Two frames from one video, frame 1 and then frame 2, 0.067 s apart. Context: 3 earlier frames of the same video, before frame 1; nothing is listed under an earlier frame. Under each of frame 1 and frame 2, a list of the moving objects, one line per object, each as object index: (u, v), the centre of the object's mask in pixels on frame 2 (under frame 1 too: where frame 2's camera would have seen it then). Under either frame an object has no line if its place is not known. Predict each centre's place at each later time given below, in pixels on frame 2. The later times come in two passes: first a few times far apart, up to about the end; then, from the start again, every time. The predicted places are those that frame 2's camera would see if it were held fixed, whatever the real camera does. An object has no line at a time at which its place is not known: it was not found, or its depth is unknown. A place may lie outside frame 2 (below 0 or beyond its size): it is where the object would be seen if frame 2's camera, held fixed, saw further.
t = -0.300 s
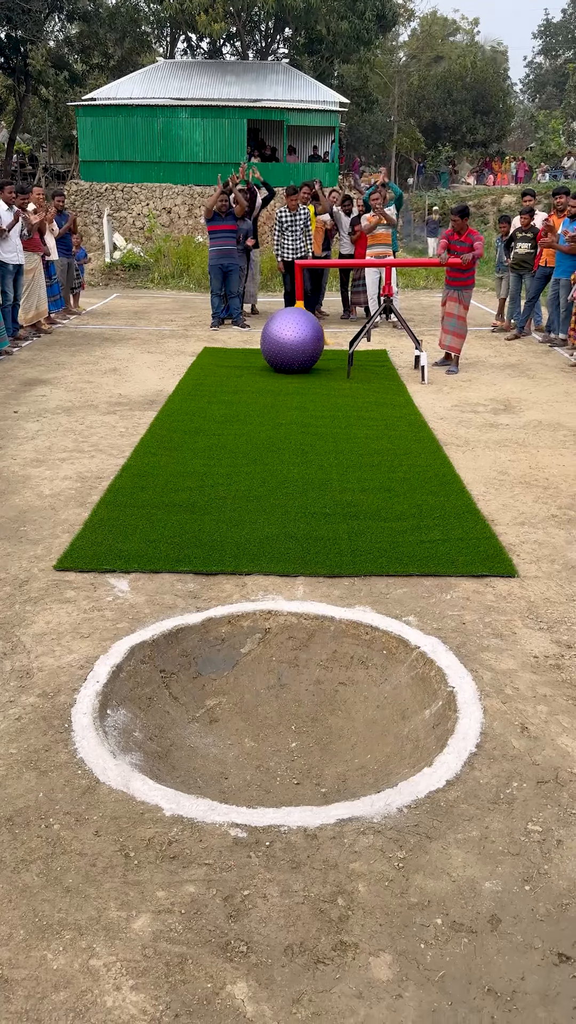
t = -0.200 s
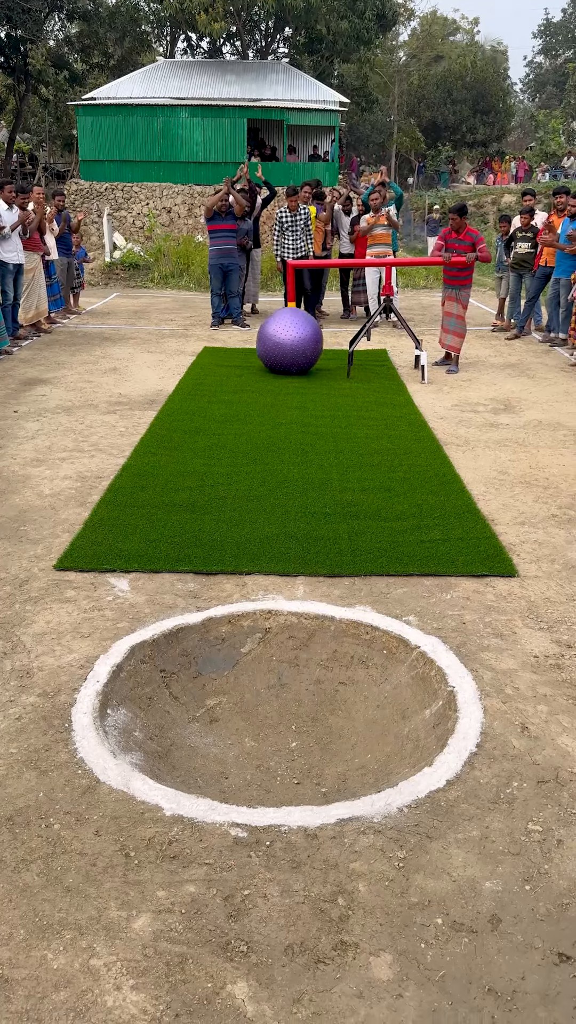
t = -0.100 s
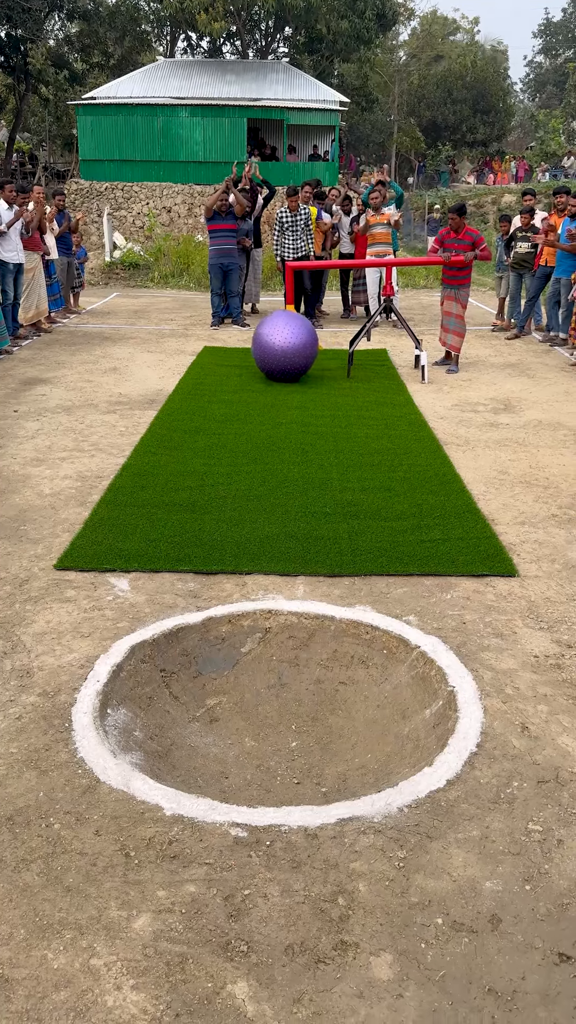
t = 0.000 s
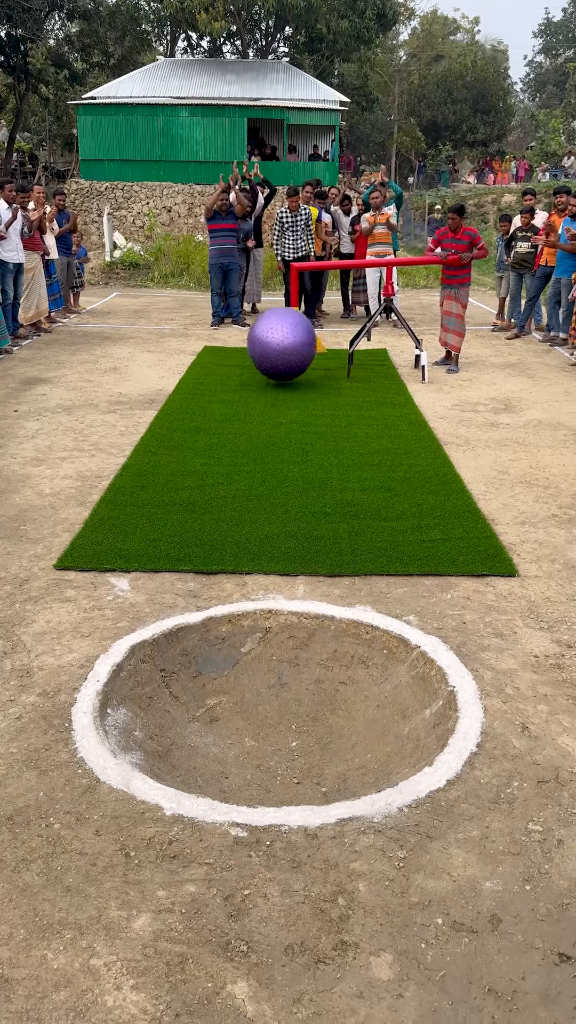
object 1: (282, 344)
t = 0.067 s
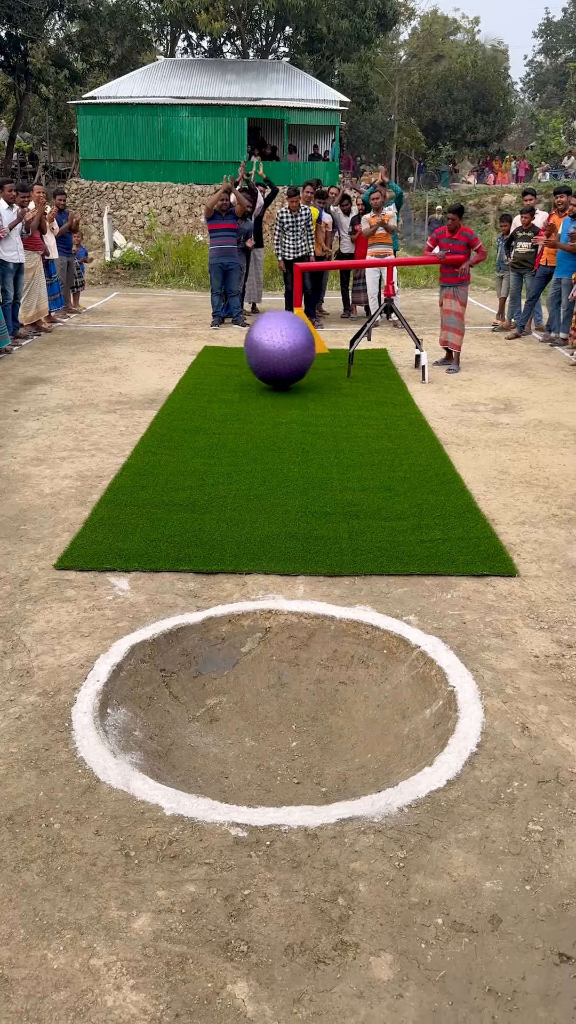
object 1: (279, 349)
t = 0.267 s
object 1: (271, 364)
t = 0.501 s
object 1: (258, 384)
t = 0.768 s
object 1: (240, 401)
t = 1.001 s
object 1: (219, 421)
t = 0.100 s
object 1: (278, 353)
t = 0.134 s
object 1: (277, 358)
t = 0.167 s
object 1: (276, 363)
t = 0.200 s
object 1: (274, 365)
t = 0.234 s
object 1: (273, 365)
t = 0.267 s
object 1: (271, 364)
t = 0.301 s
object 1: (270, 363)
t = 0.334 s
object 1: (268, 364)
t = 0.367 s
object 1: (266, 365)
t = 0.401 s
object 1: (264, 368)
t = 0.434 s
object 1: (262, 373)
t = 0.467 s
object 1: (260, 378)
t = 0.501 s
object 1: (258, 384)
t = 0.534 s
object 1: (256, 387)
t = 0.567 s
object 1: (254, 388)
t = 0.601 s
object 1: (252, 387)
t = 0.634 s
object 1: (250, 387)
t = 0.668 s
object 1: (248, 388)
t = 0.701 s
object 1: (245, 391)
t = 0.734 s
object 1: (243, 395)
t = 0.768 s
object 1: (240, 401)
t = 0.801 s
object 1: (238, 407)
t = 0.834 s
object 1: (235, 411)
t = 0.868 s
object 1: (232, 413)
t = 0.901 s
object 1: (229, 413)
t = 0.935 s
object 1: (226, 414)
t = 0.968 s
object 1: (223, 417)
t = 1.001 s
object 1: (219, 421)
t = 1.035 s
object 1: (216, 426)
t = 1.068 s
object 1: (213, 431)
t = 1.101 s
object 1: (210, 435)
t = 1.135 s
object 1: (206, 438)
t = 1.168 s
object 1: (202, 439)
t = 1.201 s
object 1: (198, 441)
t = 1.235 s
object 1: (194, 445)
